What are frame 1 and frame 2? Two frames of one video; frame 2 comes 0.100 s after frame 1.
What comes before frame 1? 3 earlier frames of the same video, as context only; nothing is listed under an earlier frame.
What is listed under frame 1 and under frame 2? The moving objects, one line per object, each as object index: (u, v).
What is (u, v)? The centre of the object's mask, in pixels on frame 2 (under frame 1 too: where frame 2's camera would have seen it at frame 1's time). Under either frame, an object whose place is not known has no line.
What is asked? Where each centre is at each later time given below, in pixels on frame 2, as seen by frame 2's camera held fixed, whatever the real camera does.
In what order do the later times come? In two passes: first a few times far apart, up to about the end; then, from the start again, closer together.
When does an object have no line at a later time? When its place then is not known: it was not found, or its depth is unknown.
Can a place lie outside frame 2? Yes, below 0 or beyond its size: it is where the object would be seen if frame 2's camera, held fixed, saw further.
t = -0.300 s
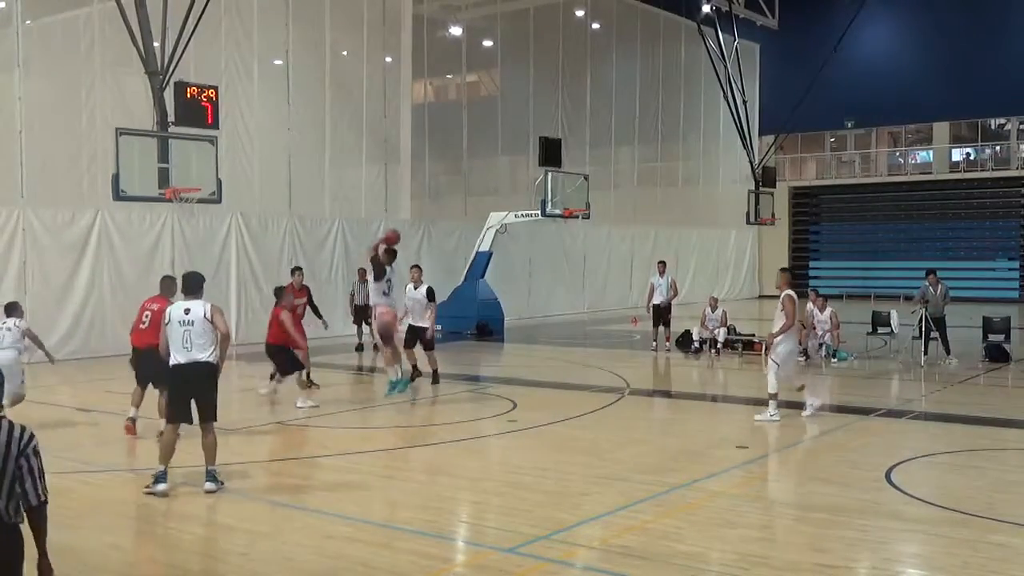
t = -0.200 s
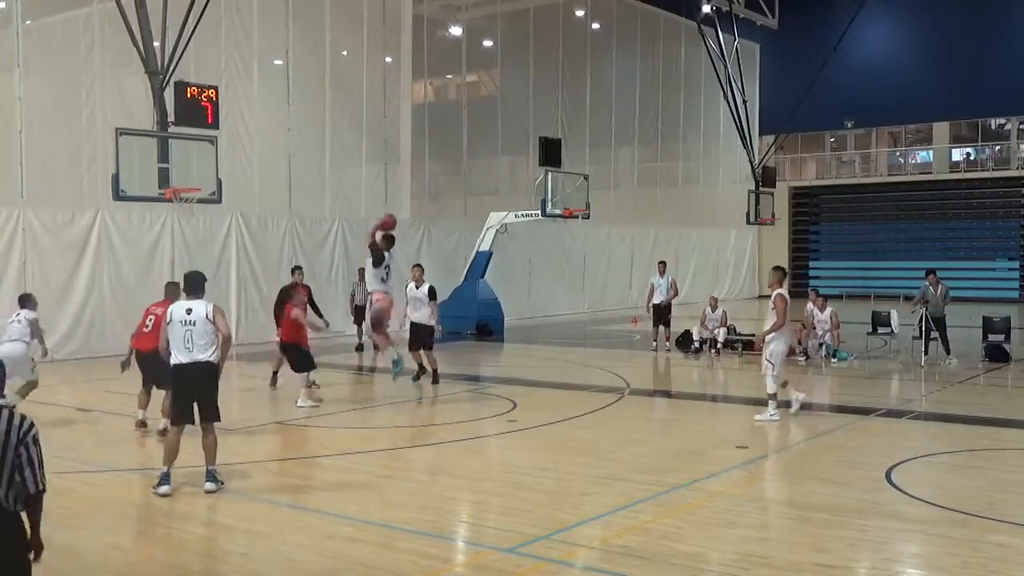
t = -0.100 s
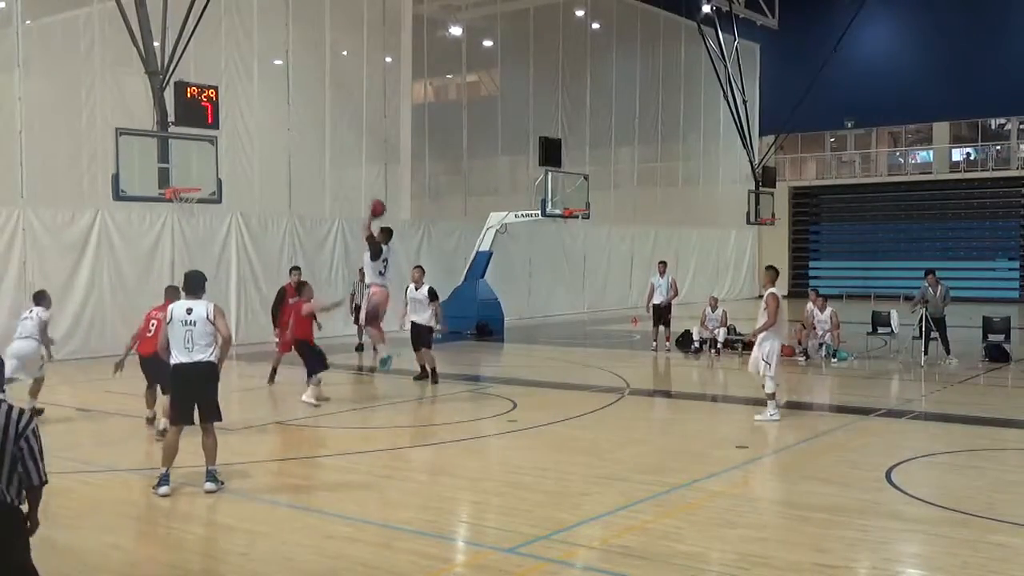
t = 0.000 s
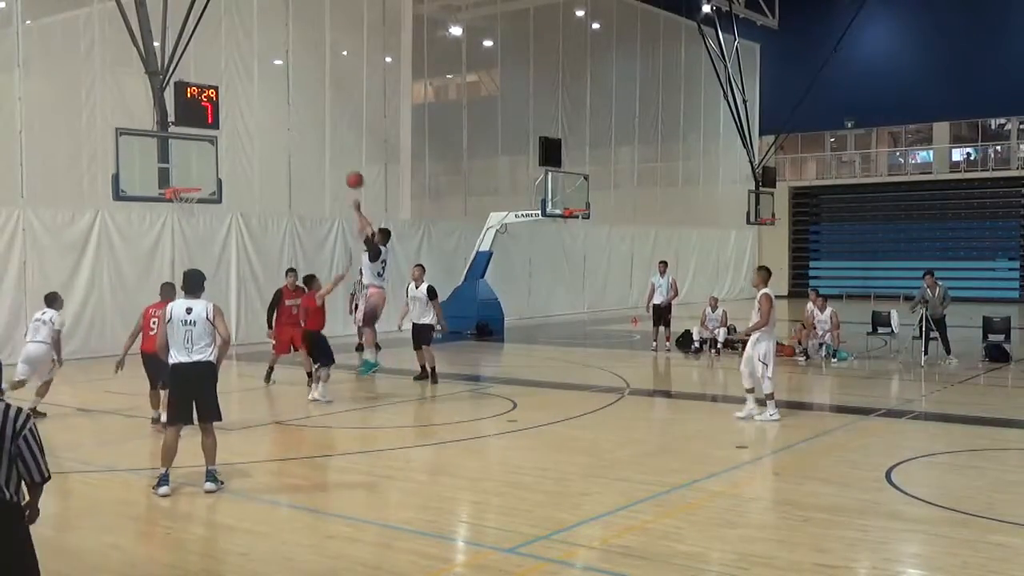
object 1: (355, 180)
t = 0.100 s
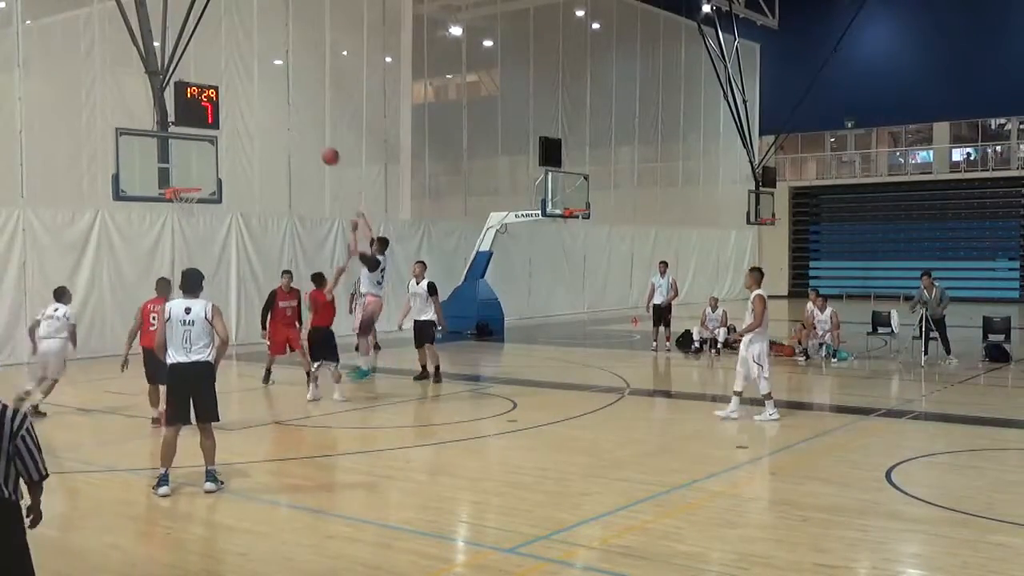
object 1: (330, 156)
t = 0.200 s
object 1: (307, 140)
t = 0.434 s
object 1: (258, 131)
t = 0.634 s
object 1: (222, 152)
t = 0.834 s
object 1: (193, 174)
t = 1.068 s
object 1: (184, 164)
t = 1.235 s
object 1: (177, 175)
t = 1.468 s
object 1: (180, 166)
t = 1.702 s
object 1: (185, 173)
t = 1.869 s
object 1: (187, 189)
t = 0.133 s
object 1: (322, 150)
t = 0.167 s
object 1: (315, 144)
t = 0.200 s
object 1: (307, 140)
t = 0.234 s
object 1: (299, 136)
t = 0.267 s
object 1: (292, 133)
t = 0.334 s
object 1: (278, 130)
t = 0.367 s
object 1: (271, 130)
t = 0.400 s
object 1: (264, 130)
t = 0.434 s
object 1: (258, 131)
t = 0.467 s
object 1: (252, 133)
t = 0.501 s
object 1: (244, 135)
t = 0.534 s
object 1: (238, 138)
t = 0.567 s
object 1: (232, 142)
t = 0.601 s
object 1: (226, 147)
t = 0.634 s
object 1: (222, 152)
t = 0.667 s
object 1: (214, 158)
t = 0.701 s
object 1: (209, 164)
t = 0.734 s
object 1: (203, 171)
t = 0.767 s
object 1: (197, 178)
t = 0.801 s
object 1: (194, 179)
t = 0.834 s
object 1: (193, 174)
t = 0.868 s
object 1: (191, 171)
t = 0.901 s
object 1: (189, 168)
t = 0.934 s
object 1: (188, 166)
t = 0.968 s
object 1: (187, 165)
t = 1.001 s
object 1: (186, 163)
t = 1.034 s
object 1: (185, 163)
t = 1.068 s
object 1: (184, 164)
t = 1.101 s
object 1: (183, 165)
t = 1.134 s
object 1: (182, 167)
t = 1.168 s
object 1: (181, 170)
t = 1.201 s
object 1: (179, 172)
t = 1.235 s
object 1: (177, 175)
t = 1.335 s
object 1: (176, 175)
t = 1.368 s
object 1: (177, 172)
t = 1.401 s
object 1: (178, 169)
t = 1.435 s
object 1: (178, 167)
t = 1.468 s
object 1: (180, 166)
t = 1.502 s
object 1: (180, 165)
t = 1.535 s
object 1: (180, 164)
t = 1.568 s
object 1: (181, 165)
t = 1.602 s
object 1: (182, 165)
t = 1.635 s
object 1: (183, 168)
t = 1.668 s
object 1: (184, 170)
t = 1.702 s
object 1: (185, 173)
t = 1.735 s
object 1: (186, 177)
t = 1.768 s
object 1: (187, 182)
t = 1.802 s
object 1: (188, 187)
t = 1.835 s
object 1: (190, 190)
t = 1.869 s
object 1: (187, 189)
